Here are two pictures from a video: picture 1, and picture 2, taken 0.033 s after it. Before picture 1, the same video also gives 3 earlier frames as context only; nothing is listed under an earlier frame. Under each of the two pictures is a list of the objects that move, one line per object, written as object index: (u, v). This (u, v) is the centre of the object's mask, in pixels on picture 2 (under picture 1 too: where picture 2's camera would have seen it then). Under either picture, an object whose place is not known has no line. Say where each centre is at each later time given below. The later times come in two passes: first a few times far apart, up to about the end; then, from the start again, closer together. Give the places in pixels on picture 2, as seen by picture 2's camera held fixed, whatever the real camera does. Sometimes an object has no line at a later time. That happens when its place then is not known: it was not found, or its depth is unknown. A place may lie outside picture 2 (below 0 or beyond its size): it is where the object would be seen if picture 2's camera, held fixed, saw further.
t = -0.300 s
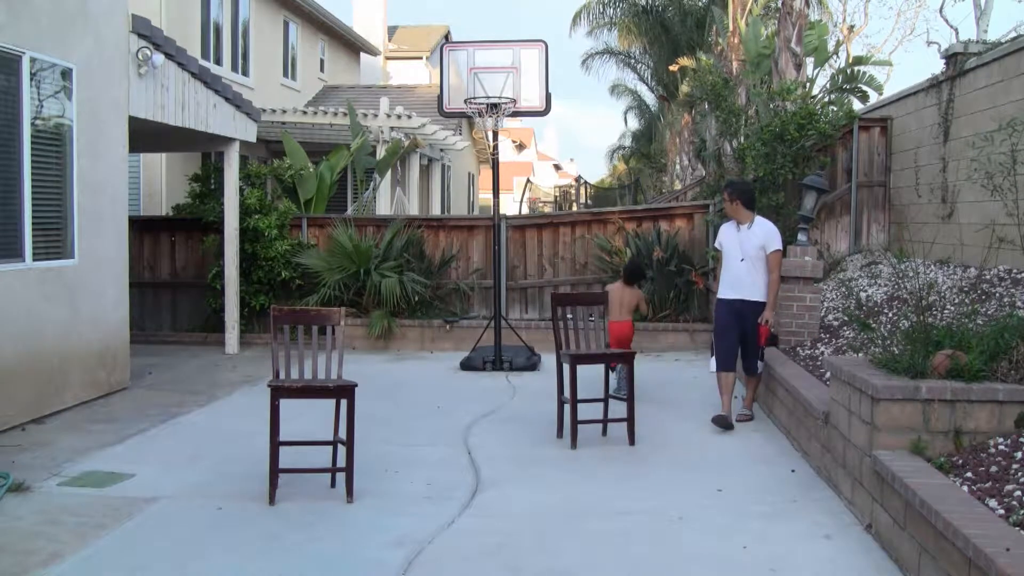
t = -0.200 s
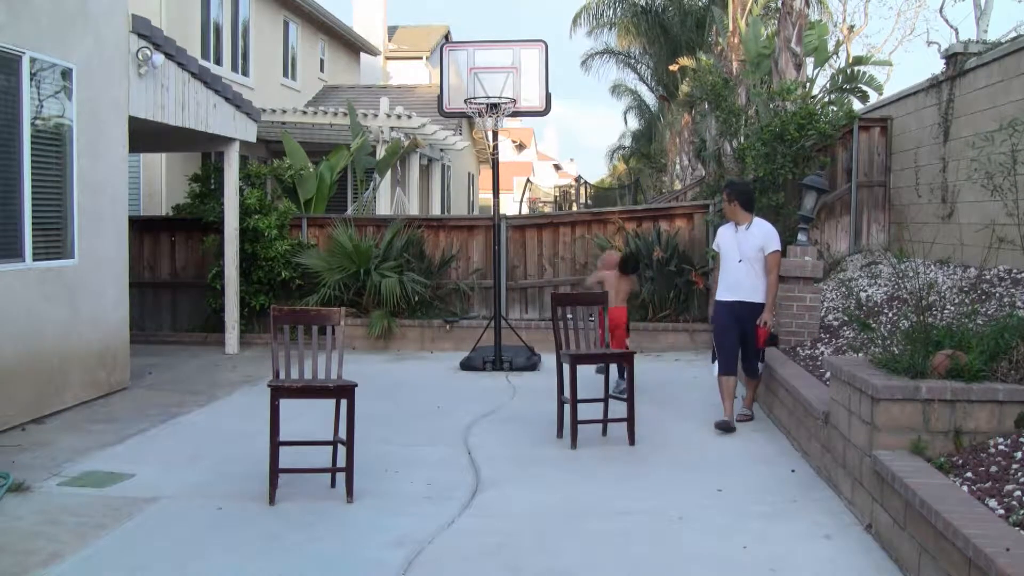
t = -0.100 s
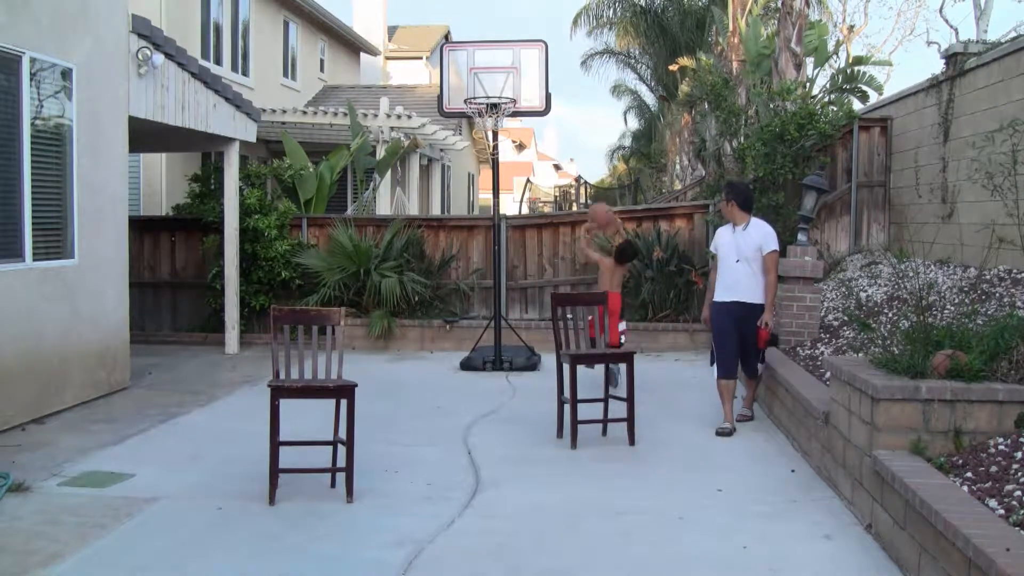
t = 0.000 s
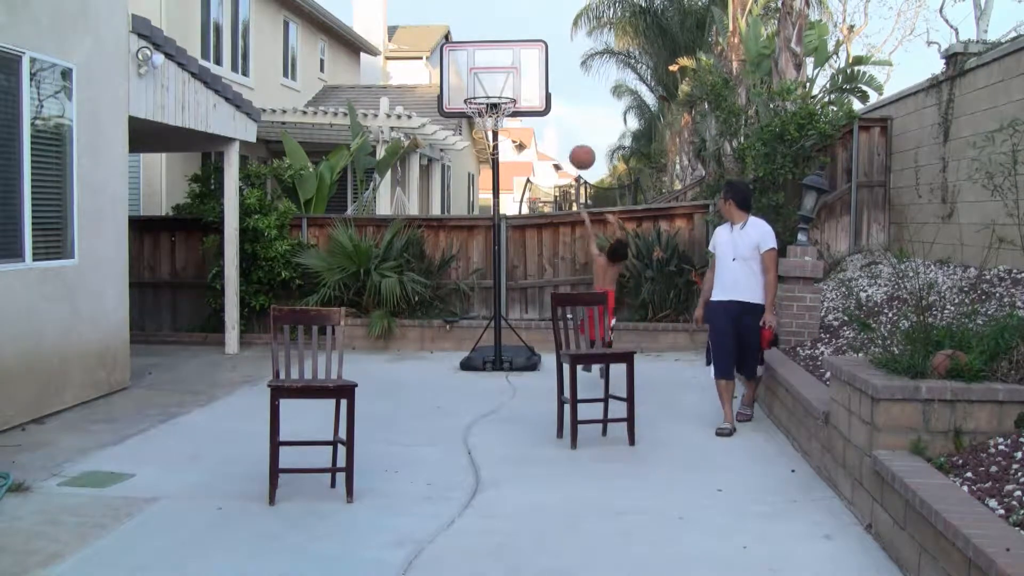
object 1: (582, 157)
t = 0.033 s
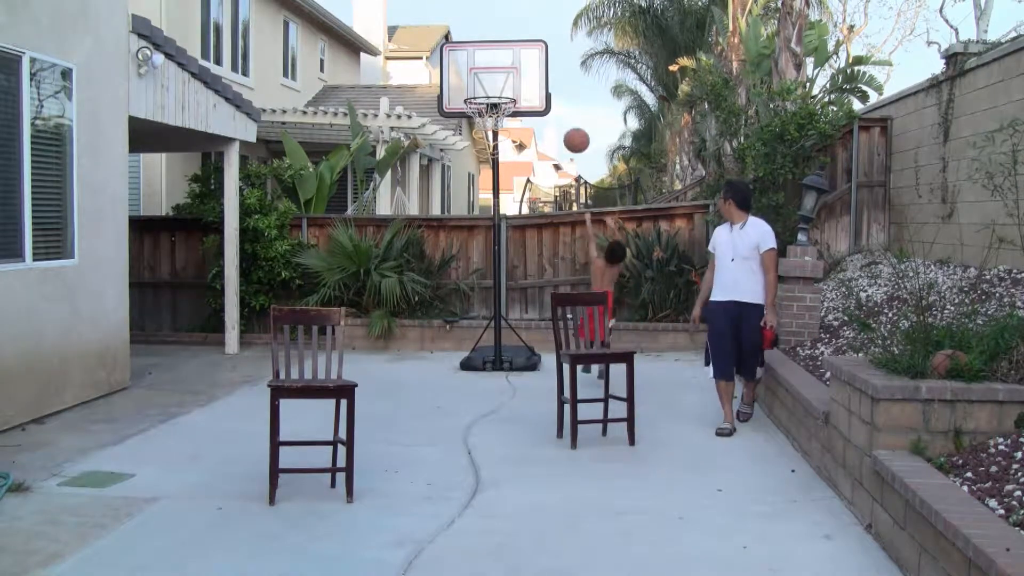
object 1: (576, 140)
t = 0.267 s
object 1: (537, 61)
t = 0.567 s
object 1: (492, 46)
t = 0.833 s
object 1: (464, 88)
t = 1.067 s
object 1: (434, 91)
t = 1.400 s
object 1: (390, 190)
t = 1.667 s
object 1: (357, 349)
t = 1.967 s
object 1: (322, 227)
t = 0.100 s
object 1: (565, 111)
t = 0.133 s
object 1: (559, 98)
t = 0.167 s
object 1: (554, 87)
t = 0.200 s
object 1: (548, 77)
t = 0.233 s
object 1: (543, 68)
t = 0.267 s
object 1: (537, 61)
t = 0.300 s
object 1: (532, 54)
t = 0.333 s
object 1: (527, 49)
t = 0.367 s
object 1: (522, 45)
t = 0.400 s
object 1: (517, 43)
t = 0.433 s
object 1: (511, 41)
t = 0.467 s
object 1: (507, 40)
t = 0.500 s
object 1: (501, 41)
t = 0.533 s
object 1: (496, 43)
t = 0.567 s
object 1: (492, 46)
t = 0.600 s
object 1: (488, 49)
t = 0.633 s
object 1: (485, 54)
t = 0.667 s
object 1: (482, 60)
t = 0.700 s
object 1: (479, 66)
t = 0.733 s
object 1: (475, 74)
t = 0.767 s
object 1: (472, 83)
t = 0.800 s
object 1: (468, 92)
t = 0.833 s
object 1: (464, 88)
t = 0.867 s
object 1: (460, 86)
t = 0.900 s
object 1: (456, 84)
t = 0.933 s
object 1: (451, 83)
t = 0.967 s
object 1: (447, 84)
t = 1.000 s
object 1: (442, 85)
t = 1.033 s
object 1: (438, 88)
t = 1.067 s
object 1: (434, 91)
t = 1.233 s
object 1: (412, 127)
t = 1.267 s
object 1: (408, 138)
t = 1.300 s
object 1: (403, 148)
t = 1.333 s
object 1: (399, 161)
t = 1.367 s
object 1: (394, 175)
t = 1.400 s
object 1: (390, 190)
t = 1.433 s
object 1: (385, 207)
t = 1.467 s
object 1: (381, 223)
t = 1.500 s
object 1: (377, 239)
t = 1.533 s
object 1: (373, 260)
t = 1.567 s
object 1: (369, 280)
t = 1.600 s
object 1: (365, 303)
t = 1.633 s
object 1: (360, 323)
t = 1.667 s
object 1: (357, 349)
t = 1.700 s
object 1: (353, 350)
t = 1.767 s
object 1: (348, 312)
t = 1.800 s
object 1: (342, 295)
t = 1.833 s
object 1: (338, 280)
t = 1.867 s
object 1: (334, 264)
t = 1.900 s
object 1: (332, 251)
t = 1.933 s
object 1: (327, 238)
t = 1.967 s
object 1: (322, 227)
